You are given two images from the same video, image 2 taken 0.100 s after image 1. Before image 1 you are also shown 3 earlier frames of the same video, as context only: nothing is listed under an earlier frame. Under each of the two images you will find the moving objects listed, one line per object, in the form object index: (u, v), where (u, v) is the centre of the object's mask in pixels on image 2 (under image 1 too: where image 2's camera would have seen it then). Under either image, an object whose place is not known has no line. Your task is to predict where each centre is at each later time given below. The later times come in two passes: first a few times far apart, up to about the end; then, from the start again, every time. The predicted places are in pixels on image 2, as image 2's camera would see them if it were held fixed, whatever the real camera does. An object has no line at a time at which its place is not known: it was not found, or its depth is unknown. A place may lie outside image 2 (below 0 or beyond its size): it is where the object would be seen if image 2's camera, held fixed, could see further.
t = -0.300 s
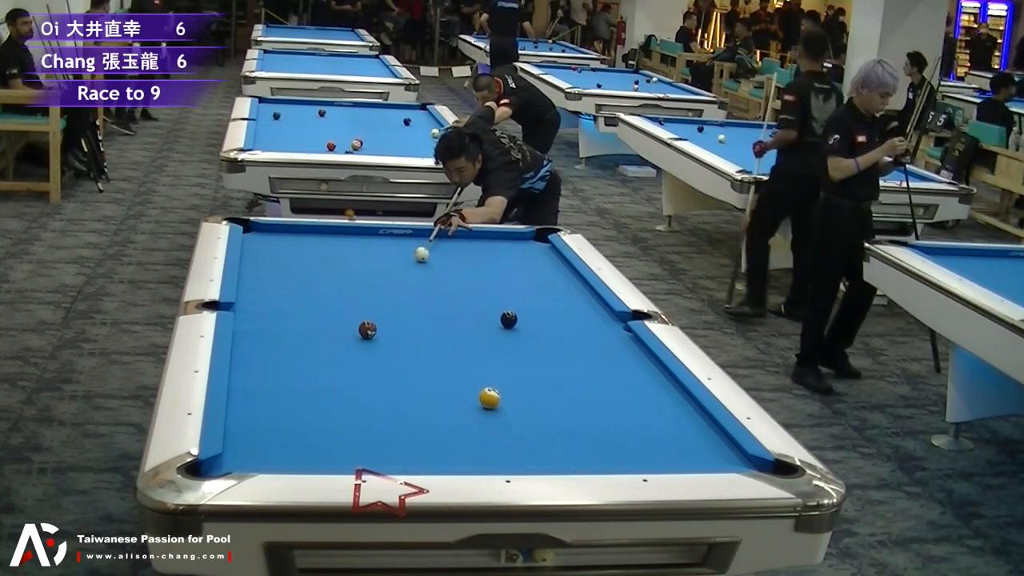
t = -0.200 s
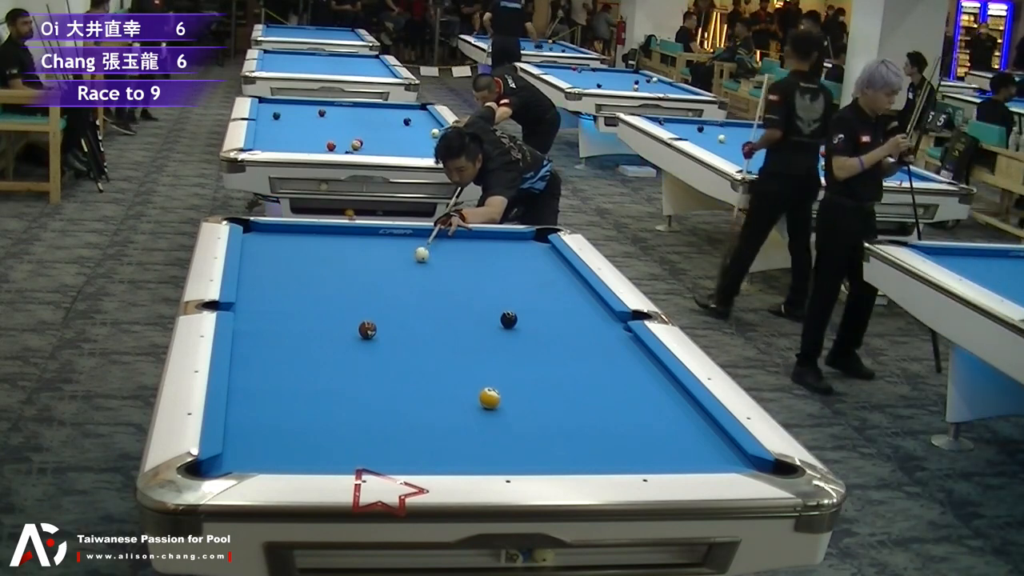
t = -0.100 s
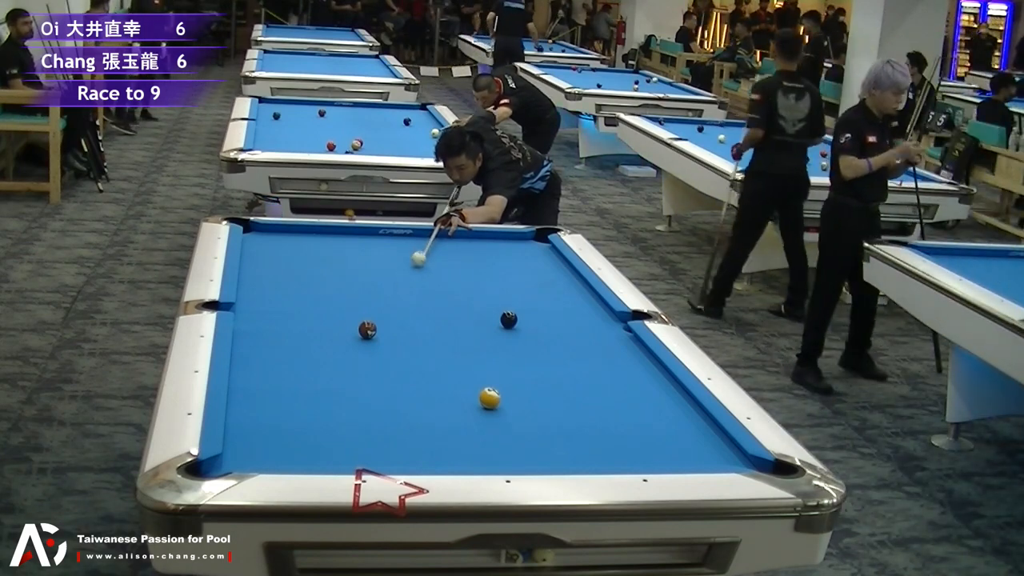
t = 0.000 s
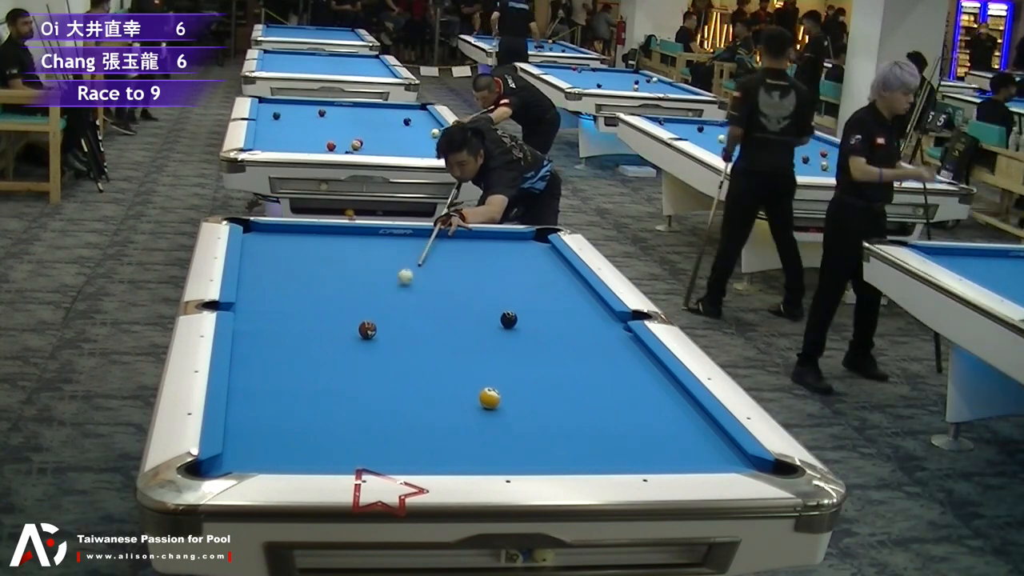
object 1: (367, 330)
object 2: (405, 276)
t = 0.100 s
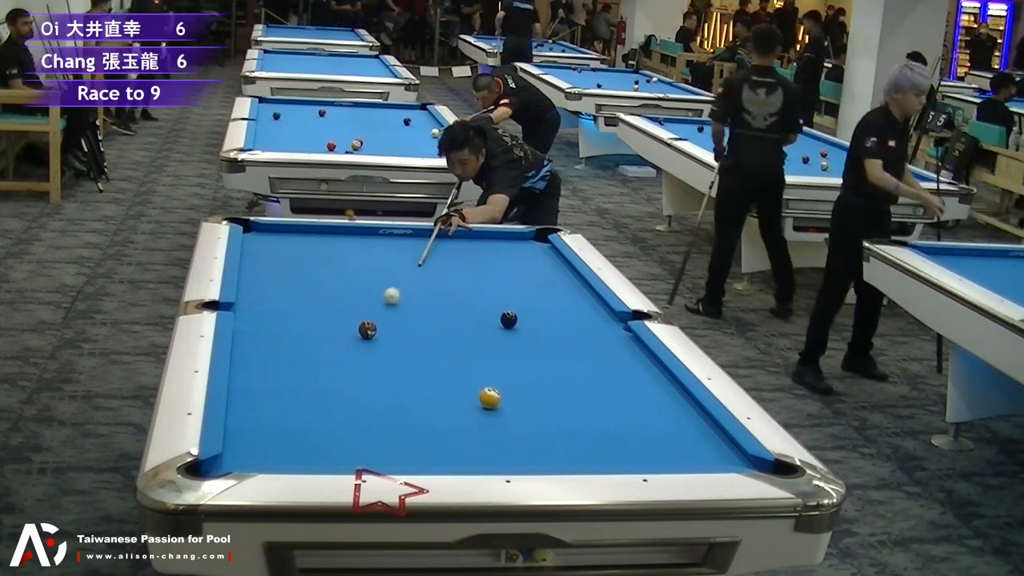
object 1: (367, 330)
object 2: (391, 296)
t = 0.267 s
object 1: (363, 334)
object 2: (372, 323)
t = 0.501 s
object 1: (326, 380)
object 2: (374, 325)
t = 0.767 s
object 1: (281, 434)
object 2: (375, 325)
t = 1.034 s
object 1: (238, 453)
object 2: (375, 325)
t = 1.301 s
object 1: (264, 437)
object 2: (375, 325)
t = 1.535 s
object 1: (284, 424)
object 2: (375, 325)
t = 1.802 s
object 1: (304, 411)
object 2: (375, 325)
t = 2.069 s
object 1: (322, 400)
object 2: (375, 325)
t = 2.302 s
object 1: (336, 391)
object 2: (375, 325)
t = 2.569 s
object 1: (351, 382)
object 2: (375, 325)
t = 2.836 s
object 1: (364, 374)
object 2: (375, 325)
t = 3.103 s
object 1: (375, 366)
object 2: (375, 325)
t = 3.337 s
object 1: (384, 361)
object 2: (375, 325)
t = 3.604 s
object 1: (393, 355)
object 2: (375, 325)
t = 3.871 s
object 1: (401, 350)
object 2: (375, 325)
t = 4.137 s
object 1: (407, 345)
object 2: (375, 325)
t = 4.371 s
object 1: (412, 342)
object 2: (375, 325)
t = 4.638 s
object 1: (418, 338)
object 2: (375, 325)
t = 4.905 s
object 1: (422, 335)
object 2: (375, 325)
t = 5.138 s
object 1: (425, 333)
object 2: (375, 325)
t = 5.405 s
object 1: (428, 332)
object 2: (375, 325)
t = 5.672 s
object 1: (431, 330)
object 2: (375, 325)
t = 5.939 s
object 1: (433, 329)
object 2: (375, 325)
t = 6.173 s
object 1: (434, 329)
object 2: (375, 325)
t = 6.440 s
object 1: (434, 328)
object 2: (375, 325)
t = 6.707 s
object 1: (434, 328)
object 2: (375, 325)
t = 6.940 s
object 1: (434, 328)
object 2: (375, 325)
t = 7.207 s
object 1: (434, 328)
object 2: (375, 325)
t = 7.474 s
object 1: (434, 328)
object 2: (375, 325)
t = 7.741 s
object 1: (434, 328)
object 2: (375, 325)
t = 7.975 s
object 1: (434, 328)
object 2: (375, 325)
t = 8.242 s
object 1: (434, 328)
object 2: (375, 325)
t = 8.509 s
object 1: (434, 328)
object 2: (375, 325)
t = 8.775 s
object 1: (434, 328)
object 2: (375, 325)
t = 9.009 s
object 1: (434, 328)
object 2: (375, 325)
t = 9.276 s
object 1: (434, 328)
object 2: (375, 325)
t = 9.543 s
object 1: (434, 328)
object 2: (375, 325)
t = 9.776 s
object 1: (434, 328)
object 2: (375, 325)
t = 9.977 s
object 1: (434, 328)
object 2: (375, 325)
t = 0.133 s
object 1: (367, 330)
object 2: (387, 302)
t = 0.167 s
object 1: (367, 330)
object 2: (382, 308)
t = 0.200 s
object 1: (367, 330)
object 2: (377, 315)
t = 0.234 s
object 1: (367, 330)
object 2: (374, 319)
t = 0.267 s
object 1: (363, 334)
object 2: (372, 323)
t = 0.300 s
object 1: (358, 341)
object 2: (371, 324)
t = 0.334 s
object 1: (353, 348)
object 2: (372, 324)
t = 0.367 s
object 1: (348, 354)
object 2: (372, 324)
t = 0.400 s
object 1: (342, 360)
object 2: (373, 324)
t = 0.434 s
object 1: (336, 367)
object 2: (373, 325)
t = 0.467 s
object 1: (331, 373)
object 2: (373, 324)
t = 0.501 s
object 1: (326, 380)
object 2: (374, 325)
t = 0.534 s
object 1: (321, 386)
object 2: (374, 325)
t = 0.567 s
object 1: (316, 393)
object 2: (374, 325)
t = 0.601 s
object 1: (310, 399)
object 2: (374, 325)
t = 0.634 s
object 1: (305, 406)
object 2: (375, 325)
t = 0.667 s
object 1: (299, 412)
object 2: (375, 325)
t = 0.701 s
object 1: (293, 419)
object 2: (375, 325)
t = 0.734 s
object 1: (288, 427)
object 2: (375, 325)
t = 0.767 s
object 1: (281, 434)
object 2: (375, 325)
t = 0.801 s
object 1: (275, 441)
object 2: (375, 325)
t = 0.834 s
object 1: (269, 449)
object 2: (375, 325)
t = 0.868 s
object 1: (262, 456)
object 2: (375, 325)
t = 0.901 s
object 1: (255, 460)
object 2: (375, 325)
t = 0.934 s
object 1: (246, 460)
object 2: (375, 325)
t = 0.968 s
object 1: (238, 459)
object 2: (375, 325)
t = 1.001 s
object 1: (233, 456)
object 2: (375, 325)
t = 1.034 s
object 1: (238, 453)
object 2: (375, 325)
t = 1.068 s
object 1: (242, 451)
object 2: (375, 325)
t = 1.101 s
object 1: (245, 449)
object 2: (375, 325)
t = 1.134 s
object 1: (249, 447)
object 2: (375, 325)
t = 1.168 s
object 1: (251, 445)
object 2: (375, 325)
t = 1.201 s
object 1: (255, 443)
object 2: (375, 325)
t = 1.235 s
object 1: (258, 441)
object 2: (375, 325)
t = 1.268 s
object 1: (261, 439)
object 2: (375, 325)
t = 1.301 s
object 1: (264, 437)
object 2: (375, 325)
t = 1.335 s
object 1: (267, 435)
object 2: (375, 325)
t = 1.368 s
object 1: (270, 433)
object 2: (375, 325)
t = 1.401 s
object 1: (273, 431)
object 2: (375, 325)
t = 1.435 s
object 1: (276, 430)
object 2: (375, 325)
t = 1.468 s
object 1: (278, 428)
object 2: (375, 325)
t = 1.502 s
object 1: (281, 426)
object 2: (375, 325)
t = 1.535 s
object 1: (284, 424)
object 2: (375, 325)
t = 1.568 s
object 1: (287, 422)
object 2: (375, 325)
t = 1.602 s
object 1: (289, 421)
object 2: (375, 325)
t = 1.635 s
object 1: (292, 419)
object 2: (375, 325)
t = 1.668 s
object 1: (294, 418)
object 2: (375, 325)
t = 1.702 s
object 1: (297, 416)
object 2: (375, 325)
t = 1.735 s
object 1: (299, 415)
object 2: (375, 325)
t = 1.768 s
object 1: (302, 413)
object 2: (375, 325)
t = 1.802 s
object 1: (304, 411)
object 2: (375, 325)
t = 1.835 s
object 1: (306, 410)
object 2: (375, 325)
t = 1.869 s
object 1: (309, 408)
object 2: (375, 325)
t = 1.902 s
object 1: (311, 407)
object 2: (375, 325)
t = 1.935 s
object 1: (313, 406)
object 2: (375, 325)
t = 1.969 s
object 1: (315, 404)
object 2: (375, 325)
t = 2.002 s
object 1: (317, 403)
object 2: (375, 325)
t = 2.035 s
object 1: (320, 401)
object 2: (375, 325)
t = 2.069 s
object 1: (322, 400)
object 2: (375, 325)
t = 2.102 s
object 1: (324, 399)
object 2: (375, 325)
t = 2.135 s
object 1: (326, 397)
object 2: (375, 325)
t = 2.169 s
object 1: (328, 396)
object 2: (375, 325)
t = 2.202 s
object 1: (330, 394)
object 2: (375, 325)
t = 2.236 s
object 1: (332, 394)
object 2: (375, 325)
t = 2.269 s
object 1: (334, 392)
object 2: (375, 325)
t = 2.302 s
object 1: (336, 391)
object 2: (375, 325)
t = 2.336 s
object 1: (338, 390)
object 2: (375, 325)
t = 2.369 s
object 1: (340, 388)
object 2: (375, 325)
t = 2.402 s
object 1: (342, 387)
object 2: (375, 325)
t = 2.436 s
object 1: (344, 386)
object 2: (375, 325)
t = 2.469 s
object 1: (345, 385)
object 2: (375, 325)
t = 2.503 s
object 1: (347, 384)
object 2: (375, 325)
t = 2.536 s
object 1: (349, 383)
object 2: (375, 325)
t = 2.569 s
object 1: (351, 382)
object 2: (375, 325)
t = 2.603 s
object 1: (353, 381)
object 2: (375, 325)
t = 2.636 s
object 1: (354, 380)
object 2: (375, 325)
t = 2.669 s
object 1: (356, 378)
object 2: (375, 325)
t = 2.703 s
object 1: (358, 377)
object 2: (375, 325)
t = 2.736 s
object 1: (359, 377)
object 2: (375, 325)
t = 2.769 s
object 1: (361, 375)
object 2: (375, 325)
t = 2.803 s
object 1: (362, 375)
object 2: (375, 325)
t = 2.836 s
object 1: (364, 374)
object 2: (375, 325)
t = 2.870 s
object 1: (365, 373)
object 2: (375, 325)
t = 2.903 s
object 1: (367, 372)
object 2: (375, 325)
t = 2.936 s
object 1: (368, 371)
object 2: (375, 325)
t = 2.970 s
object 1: (370, 370)
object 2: (375, 325)
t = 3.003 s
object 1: (371, 369)
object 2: (375, 325)
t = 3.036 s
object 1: (373, 368)
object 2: (375, 325)
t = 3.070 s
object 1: (374, 367)
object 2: (375, 325)
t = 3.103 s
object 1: (375, 366)
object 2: (375, 325)
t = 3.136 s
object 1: (377, 366)
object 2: (375, 325)
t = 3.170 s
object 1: (378, 365)
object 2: (375, 325)
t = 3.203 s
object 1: (379, 364)
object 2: (375, 325)
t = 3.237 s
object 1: (381, 363)
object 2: (375, 325)
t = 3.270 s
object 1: (382, 363)
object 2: (375, 325)
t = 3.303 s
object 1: (383, 362)
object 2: (375, 325)
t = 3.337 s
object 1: (384, 361)
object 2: (375, 325)
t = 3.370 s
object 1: (385, 360)
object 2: (375, 325)
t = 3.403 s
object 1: (386, 360)
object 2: (375, 325)
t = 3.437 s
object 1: (388, 359)
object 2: (375, 325)
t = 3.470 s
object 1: (389, 358)
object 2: (375, 325)
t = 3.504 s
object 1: (390, 357)
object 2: (375, 325)
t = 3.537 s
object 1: (391, 357)
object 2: (375, 325)
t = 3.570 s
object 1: (392, 356)
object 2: (375, 325)
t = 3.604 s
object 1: (393, 355)
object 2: (375, 325)
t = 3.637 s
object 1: (394, 355)
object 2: (375, 325)
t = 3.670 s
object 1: (395, 354)
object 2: (375, 325)
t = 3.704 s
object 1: (396, 353)
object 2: (375, 325)
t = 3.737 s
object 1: (397, 353)
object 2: (375, 325)
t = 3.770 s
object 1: (398, 352)
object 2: (375, 325)
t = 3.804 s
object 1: (399, 351)
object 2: (375, 325)
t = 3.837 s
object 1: (400, 351)
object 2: (375, 325)
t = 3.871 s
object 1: (401, 350)
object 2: (375, 325)
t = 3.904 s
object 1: (401, 349)
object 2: (375, 325)
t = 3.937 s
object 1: (402, 349)
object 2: (375, 325)
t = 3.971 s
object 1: (403, 348)
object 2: (375, 325)
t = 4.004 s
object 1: (404, 348)
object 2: (375, 325)
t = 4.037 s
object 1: (405, 347)
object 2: (375, 325)
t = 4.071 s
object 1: (406, 347)
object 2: (375, 325)
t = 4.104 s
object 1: (406, 346)
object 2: (375, 325)
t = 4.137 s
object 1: (407, 345)
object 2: (375, 325)
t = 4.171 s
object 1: (408, 345)
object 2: (375, 325)
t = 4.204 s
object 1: (409, 344)
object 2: (375, 325)
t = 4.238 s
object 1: (410, 344)
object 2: (375, 325)
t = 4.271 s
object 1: (410, 343)
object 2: (375, 325)
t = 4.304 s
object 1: (411, 343)
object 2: (375, 325)
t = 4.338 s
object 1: (412, 342)
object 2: (375, 325)
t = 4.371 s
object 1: (412, 342)
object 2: (375, 325)
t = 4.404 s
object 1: (413, 341)
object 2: (375, 325)
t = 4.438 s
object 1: (414, 341)
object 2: (375, 325)
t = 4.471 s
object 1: (414, 341)
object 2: (375, 325)
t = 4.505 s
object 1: (415, 340)
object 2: (375, 325)
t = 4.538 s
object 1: (416, 340)
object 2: (375, 325)
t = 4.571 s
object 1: (416, 339)
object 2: (375, 325)
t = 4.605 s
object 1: (417, 339)
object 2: (375, 325)
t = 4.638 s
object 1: (418, 338)
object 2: (375, 325)
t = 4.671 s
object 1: (418, 338)
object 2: (375, 325)
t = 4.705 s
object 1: (419, 338)
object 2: (375, 325)
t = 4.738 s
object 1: (419, 337)
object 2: (375, 325)
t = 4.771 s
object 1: (420, 337)
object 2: (375, 325)
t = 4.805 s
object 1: (420, 336)
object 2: (375, 325)
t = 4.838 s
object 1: (421, 336)
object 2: (375, 325)
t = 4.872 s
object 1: (421, 336)
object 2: (375, 325)
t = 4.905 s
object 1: (422, 335)
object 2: (375, 325)
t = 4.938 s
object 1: (422, 335)
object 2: (375, 325)
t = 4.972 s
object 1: (423, 335)
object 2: (375, 325)
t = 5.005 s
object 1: (423, 335)
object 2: (375, 325)
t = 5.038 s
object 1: (423, 334)
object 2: (375, 325)
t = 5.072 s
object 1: (424, 334)
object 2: (375, 325)
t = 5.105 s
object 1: (424, 334)
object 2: (375, 325)
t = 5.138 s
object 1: (425, 333)
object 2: (375, 325)
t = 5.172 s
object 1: (425, 333)
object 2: (375, 325)
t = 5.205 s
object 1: (426, 333)
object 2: (375, 325)
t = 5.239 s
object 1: (426, 333)
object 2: (375, 325)
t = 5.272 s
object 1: (427, 333)
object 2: (375, 325)
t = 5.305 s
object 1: (427, 332)
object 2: (375, 325)
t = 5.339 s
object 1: (427, 332)
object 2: (375, 325)
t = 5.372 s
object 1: (428, 332)
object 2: (375, 325)
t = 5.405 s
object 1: (428, 332)
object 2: (375, 325)
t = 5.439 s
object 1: (429, 331)
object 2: (375, 325)
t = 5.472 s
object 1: (429, 331)
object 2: (375, 325)
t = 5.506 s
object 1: (429, 331)
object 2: (375, 325)
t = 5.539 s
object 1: (430, 331)
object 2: (375, 325)
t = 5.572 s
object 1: (430, 331)
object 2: (375, 325)
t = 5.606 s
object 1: (430, 331)
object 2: (375, 325)
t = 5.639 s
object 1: (430, 330)
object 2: (375, 325)
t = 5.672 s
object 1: (431, 330)
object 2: (375, 325)
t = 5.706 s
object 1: (431, 330)
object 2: (375, 325)
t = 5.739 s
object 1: (431, 330)
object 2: (375, 325)
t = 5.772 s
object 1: (431, 330)
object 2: (375, 325)
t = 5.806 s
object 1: (432, 330)
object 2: (375, 325)
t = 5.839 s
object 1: (432, 330)
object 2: (375, 325)
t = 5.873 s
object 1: (432, 329)
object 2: (375, 325)
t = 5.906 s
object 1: (433, 329)
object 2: (375, 325)
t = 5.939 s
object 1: (433, 329)
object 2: (375, 325)
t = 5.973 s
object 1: (433, 329)
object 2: (375, 325)
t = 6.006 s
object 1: (433, 329)
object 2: (375, 325)
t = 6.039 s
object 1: (433, 329)
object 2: (375, 325)
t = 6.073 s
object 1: (433, 329)
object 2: (375, 325)
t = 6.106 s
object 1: (433, 329)
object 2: (375, 325)
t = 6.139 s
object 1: (433, 329)
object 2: (375, 325)
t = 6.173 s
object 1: (434, 329)
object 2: (375, 325)
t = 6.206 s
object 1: (434, 329)
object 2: (375, 325)
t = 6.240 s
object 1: (434, 328)
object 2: (375, 325)
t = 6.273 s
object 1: (434, 328)
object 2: (375, 325)
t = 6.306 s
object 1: (434, 328)
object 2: (375, 325)
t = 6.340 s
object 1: (434, 328)
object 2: (375, 325)
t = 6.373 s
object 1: (434, 328)
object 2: (375, 325)
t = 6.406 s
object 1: (434, 328)
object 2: (375, 325)
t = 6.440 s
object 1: (434, 328)
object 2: (375, 325)
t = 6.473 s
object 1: (434, 328)
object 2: (375, 325)
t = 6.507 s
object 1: (434, 328)
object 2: (375, 325)
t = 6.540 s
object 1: (434, 328)
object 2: (375, 325)
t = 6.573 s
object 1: (434, 328)
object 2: (375, 325)
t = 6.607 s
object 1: (434, 328)
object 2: (375, 325)
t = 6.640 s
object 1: (434, 328)
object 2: (375, 325)
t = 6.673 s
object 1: (434, 328)
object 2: (375, 325)
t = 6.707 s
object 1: (434, 328)
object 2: (375, 325)
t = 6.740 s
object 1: (434, 328)
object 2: (375, 325)
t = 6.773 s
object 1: (434, 328)
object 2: (375, 325)
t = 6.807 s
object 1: (434, 328)
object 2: (375, 325)
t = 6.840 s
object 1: (434, 328)
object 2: (375, 325)
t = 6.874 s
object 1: (434, 328)
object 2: (375, 325)
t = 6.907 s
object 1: (434, 328)
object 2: (375, 325)
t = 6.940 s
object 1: (434, 328)
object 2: (375, 325)
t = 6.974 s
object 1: (434, 328)
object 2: (375, 325)
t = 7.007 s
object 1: (434, 328)
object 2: (375, 325)
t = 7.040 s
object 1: (434, 328)
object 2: (375, 325)
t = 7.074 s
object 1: (434, 328)
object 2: (375, 325)
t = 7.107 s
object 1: (434, 328)
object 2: (375, 325)
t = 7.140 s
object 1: (434, 328)
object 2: (375, 325)
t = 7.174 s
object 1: (434, 328)
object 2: (375, 325)
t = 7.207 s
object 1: (434, 328)
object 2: (375, 325)
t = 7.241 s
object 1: (434, 328)
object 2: (375, 325)
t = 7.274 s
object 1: (434, 328)
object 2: (375, 325)
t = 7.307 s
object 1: (434, 328)
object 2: (375, 325)
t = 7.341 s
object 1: (434, 328)
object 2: (375, 325)
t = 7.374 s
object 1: (434, 328)
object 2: (375, 325)
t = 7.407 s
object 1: (434, 328)
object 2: (375, 325)
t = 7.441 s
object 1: (434, 328)
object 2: (375, 325)
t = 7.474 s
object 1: (434, 328)
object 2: (375, 325)
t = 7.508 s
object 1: (434, 328)
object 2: (375, 325)
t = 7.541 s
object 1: (434, 328)
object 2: (375, 325)
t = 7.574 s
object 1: (434, 328)
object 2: (375, 325)
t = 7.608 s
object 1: (434, 328)
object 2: (375, 325)
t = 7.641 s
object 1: (434, 328)
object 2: (375, 325)
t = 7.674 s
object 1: (434, 328)
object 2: (375, 325)
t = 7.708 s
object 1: (434, 328)
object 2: (375, 325)
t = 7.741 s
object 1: (434, 328)
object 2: (375, 325)
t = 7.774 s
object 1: (434, 328)
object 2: (375, 325)
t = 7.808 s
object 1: (434, 328)
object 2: (375, 325)
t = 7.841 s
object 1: (434, 328)
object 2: (375, 325)
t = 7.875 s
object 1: (434, 328)
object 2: (375, 325)
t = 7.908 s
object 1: (434, 328)
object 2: (375, 325)
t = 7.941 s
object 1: (434, 328)
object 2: (375, 325)
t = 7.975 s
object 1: (434, 328)
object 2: (375, 325)
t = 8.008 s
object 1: (434, 328)
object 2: (375, 325)
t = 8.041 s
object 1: (434, 328)
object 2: (375, 325)
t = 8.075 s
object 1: (434, 328)
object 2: (375, 325)
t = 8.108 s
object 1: (434, 328)
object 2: (375, 325)
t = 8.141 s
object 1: (434, 328)
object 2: (375, 325)
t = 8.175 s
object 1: (434, 328)
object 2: (375, 325)
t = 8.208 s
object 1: (434, 328)
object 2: (375, 325)
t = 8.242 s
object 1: (434, 328)
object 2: (375, 325)
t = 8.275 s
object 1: (434, 328)
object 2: (375, 325)
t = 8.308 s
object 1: (434, 328)
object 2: (375, 325)
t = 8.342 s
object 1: (434, 328)
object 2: (375, 325)
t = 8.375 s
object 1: (434, 328)
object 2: (375, 325)
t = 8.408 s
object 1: (434, 328)
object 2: (375, 325)
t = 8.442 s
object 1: (434, 328)
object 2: (375, 325)
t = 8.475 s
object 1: (434, 328)
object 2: (375, 325)
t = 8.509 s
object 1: (434, 328)
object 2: (375, 325)
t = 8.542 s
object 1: (434, 328)
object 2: (375, 325)
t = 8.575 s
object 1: (434, 328)
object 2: (375, 325)
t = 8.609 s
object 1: (434, 328)
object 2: (375, 325)
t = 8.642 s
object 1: (434, 328)
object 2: (375, 325)
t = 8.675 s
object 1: (434, 328)
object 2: (375, 325)
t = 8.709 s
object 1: (434, 328)
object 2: (375, 325)
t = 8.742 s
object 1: (434, 328)
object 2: (375, 325)
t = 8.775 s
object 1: (434, 328)
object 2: (375, 325)
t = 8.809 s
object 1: (434, 328)
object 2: (375, 325)
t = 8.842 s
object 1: (434, 328)
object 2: (375, 325)
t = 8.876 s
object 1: (434, 328)
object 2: (375, 325)
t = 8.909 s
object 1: (434, 328)
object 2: (375, 325)
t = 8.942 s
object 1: (434, 328)
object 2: (375, 325)
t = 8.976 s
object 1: (434, 328)
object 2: (375, 325)
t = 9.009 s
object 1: (434, 328)
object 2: (375, 325)
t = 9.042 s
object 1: (434, 328)
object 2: (375, 325)
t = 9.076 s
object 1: (434, 328)
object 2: (375, 325)
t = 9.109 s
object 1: (434, 328)
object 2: (375, 325)
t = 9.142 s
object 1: (434, 328)
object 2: (375, 325)
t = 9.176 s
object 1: (434, 328)
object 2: (375, 325)
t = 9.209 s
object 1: (434, 328)
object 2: (375, 325)
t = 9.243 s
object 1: (434, 328)
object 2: (375, 325)
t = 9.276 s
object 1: (434, 328)
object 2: (375, 325)
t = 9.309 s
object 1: (434, 328)
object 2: (375, 325)
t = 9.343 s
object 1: (434, 328)
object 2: (375, 325)
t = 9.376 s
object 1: (434, 328)
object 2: (375, 325)
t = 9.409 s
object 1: (434, 328)
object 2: (375, 325)
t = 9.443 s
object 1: (434, 328)
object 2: (375, 325)
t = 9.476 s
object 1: (434, 328)
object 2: (375, 325)
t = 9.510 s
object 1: (434, 328)
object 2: (375, 325)
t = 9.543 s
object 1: (434, 328)
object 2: (375, 325)
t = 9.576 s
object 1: (434, 328)
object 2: (375, 325)
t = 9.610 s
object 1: (434, 328)
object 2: (375, 325)
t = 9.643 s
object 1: (434, 328)
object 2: (375, 325)
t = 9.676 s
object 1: (434, 328)
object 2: (375, 325)
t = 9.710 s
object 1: (434, 328)
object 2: (375, 325)
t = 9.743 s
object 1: (434, 328)
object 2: (375, 325)
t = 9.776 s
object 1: (434, 328)
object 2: (375, 325)
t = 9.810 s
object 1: (434, 328)
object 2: (375, 325)
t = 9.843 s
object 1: (434, 328)
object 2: (375, 325)
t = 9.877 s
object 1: (434, 328)
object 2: (375, 325)
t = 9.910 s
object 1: (434, 328)
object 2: (375, 325)
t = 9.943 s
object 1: (434, 328)
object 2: (375, 325)
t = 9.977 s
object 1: (434, 328)
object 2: (375, 325)
